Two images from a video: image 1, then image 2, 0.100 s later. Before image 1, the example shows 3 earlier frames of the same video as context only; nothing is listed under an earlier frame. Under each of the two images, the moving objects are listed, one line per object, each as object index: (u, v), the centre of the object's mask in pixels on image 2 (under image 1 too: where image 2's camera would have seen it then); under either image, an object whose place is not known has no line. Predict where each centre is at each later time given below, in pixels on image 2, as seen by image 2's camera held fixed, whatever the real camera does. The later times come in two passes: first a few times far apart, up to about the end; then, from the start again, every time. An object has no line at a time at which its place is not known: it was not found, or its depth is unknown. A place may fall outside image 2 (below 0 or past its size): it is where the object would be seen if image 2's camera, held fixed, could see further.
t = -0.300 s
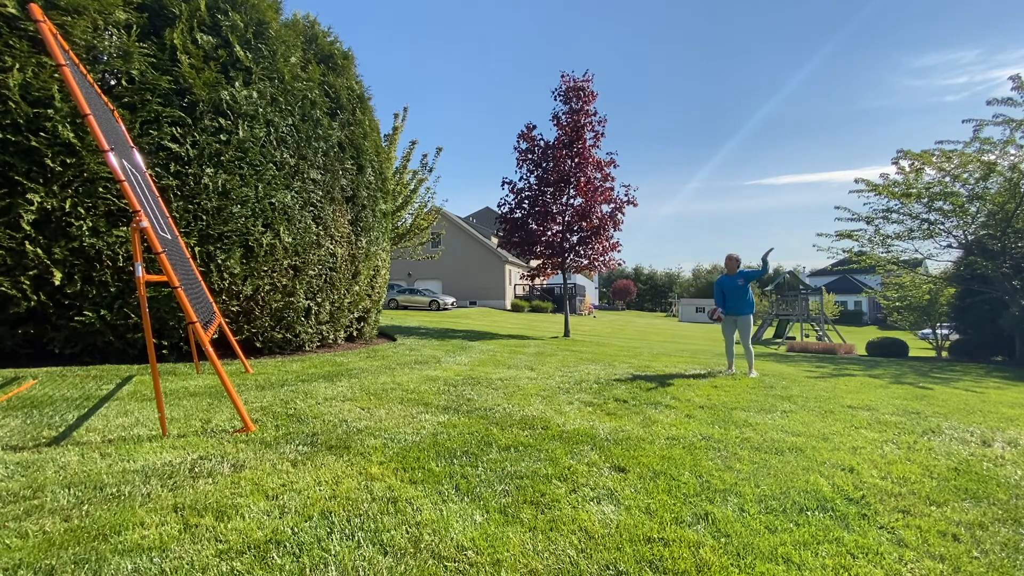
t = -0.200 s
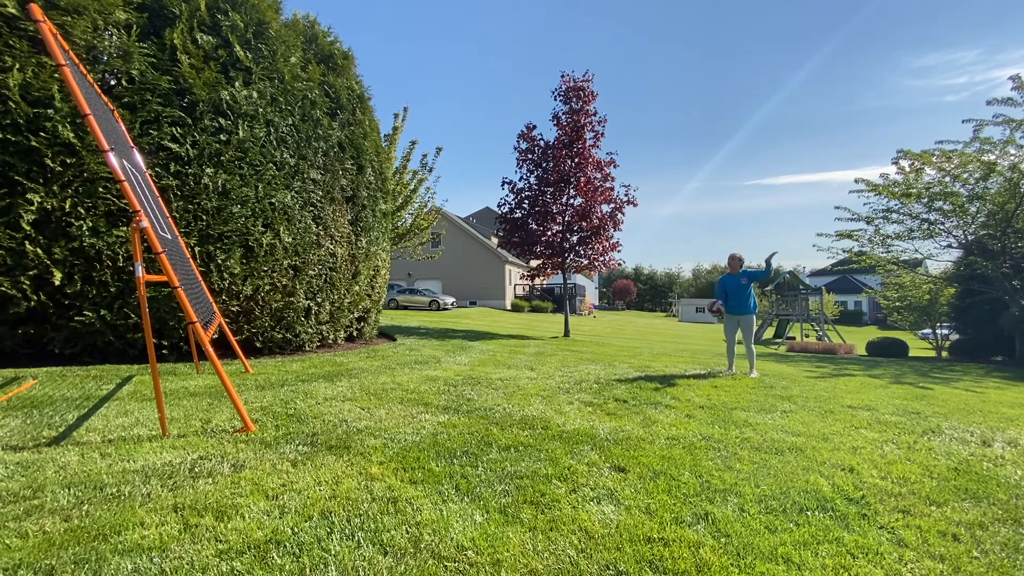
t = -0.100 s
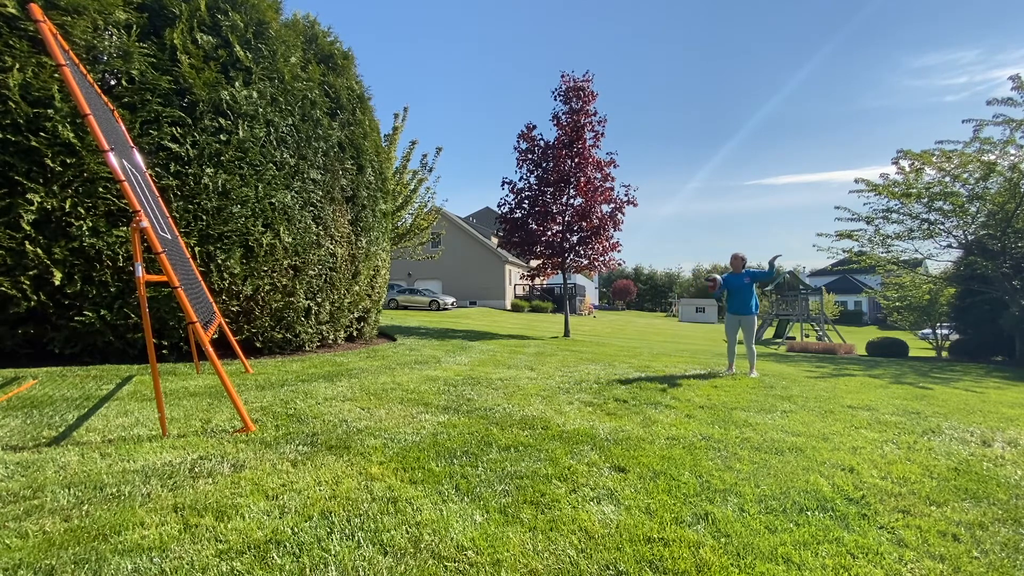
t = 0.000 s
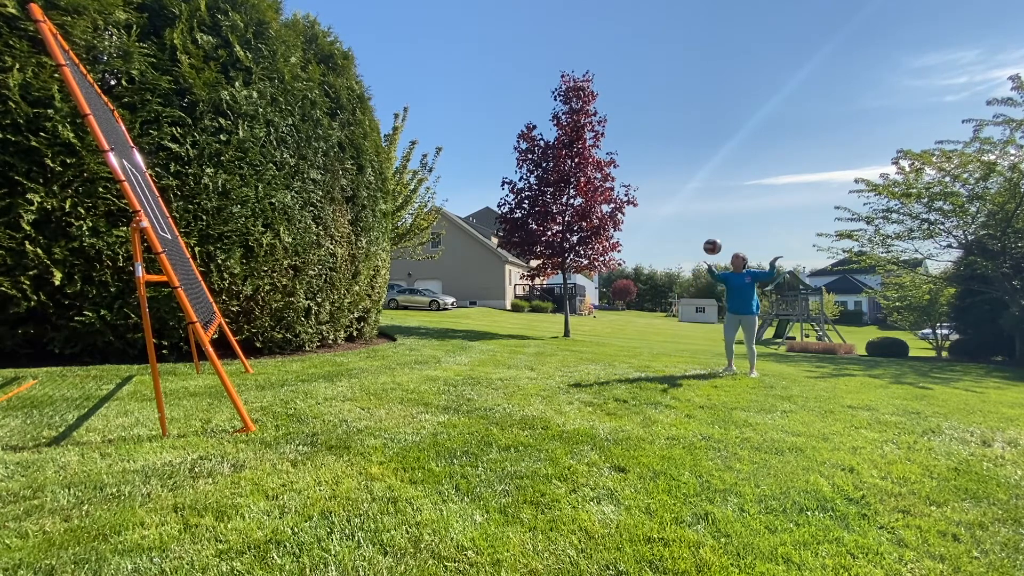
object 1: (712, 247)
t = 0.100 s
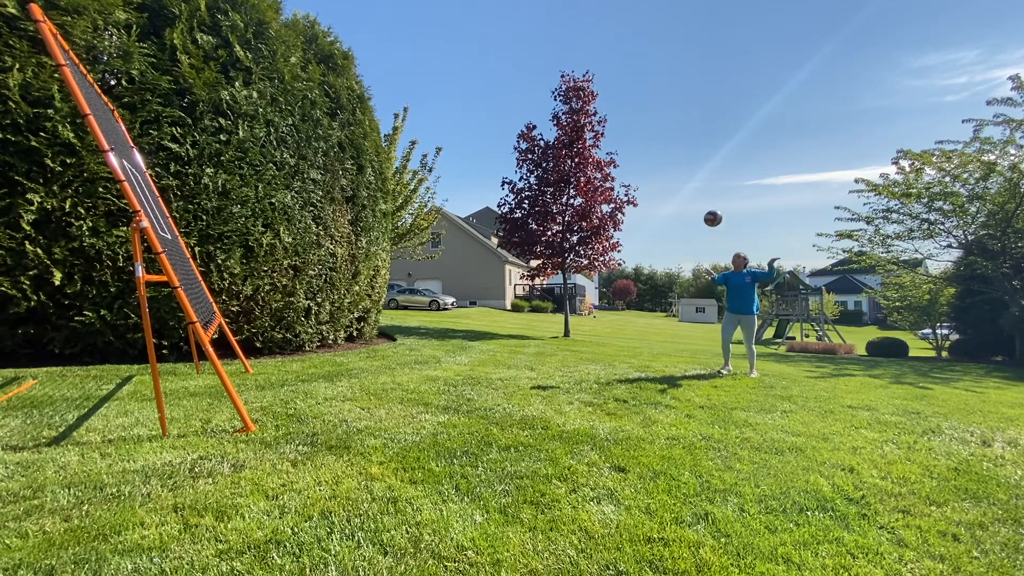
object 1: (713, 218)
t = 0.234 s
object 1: (714, 193)
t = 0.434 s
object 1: (716, 181)
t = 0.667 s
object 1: (720, 207)
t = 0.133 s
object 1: (713, 210)
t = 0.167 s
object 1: (713, 204)
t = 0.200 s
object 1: (714, 198)
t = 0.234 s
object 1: (714, 193)
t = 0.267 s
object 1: (714, 189)
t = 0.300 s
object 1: (715, 186)
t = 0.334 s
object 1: (715, 183)
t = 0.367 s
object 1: (716, 182)
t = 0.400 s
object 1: (716, 181)
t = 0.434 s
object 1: (716, 181)
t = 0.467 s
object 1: (717, 182)
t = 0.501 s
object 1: (717, 184)
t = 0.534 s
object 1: (718, 187)
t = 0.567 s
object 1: (718, 191)
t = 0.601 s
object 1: (719, 196)
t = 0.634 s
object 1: (719, 201)
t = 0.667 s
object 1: (720, 207)
